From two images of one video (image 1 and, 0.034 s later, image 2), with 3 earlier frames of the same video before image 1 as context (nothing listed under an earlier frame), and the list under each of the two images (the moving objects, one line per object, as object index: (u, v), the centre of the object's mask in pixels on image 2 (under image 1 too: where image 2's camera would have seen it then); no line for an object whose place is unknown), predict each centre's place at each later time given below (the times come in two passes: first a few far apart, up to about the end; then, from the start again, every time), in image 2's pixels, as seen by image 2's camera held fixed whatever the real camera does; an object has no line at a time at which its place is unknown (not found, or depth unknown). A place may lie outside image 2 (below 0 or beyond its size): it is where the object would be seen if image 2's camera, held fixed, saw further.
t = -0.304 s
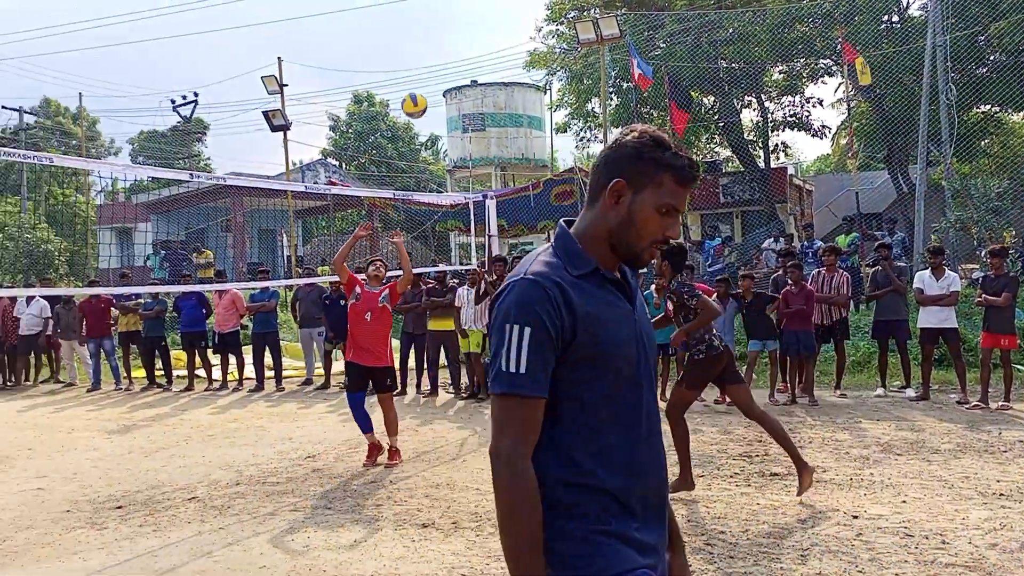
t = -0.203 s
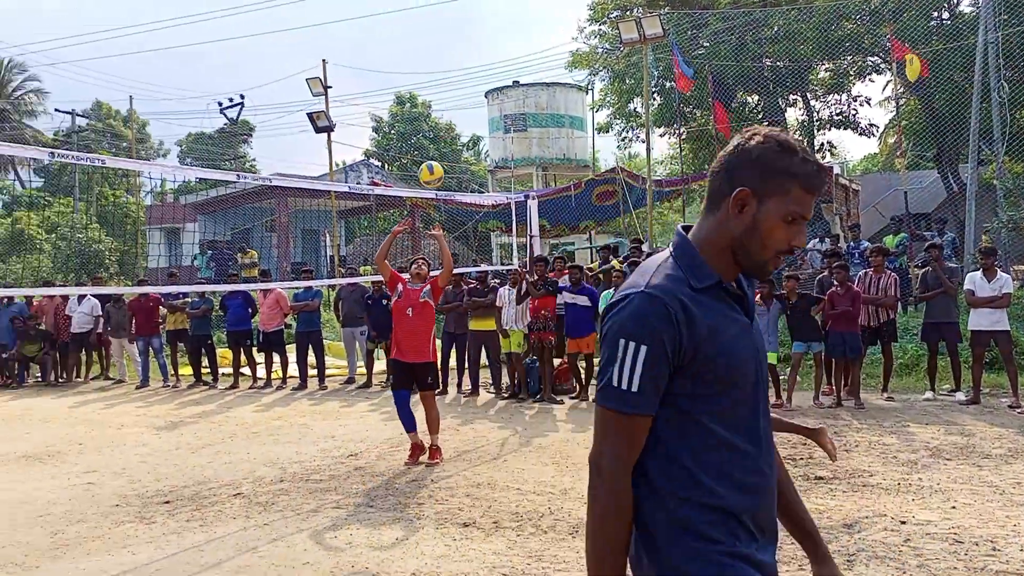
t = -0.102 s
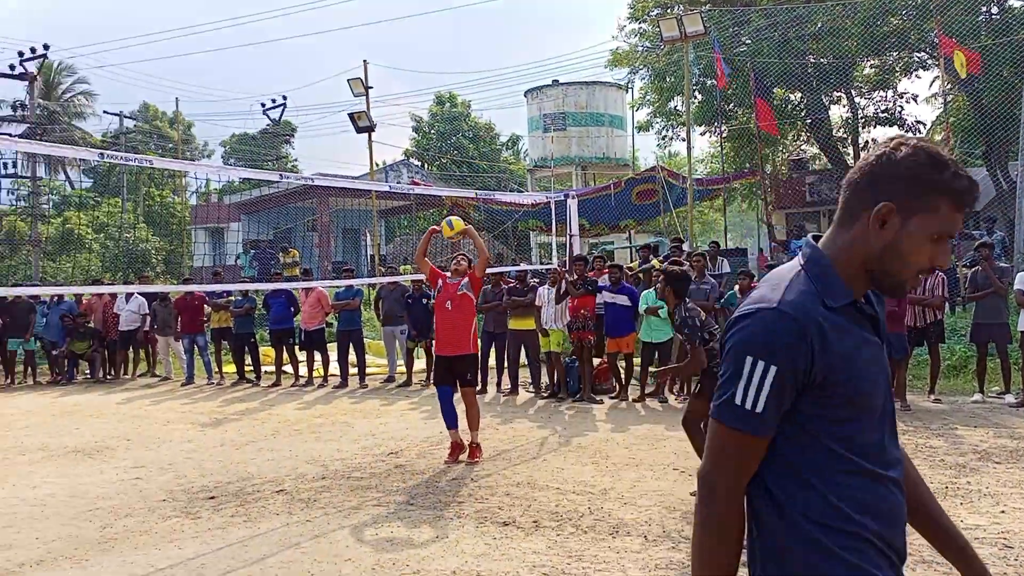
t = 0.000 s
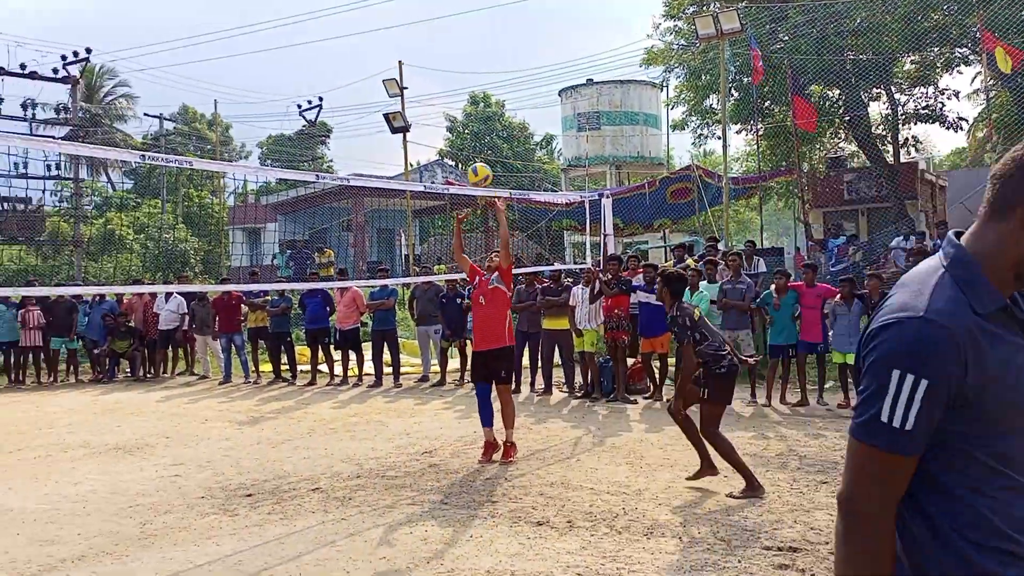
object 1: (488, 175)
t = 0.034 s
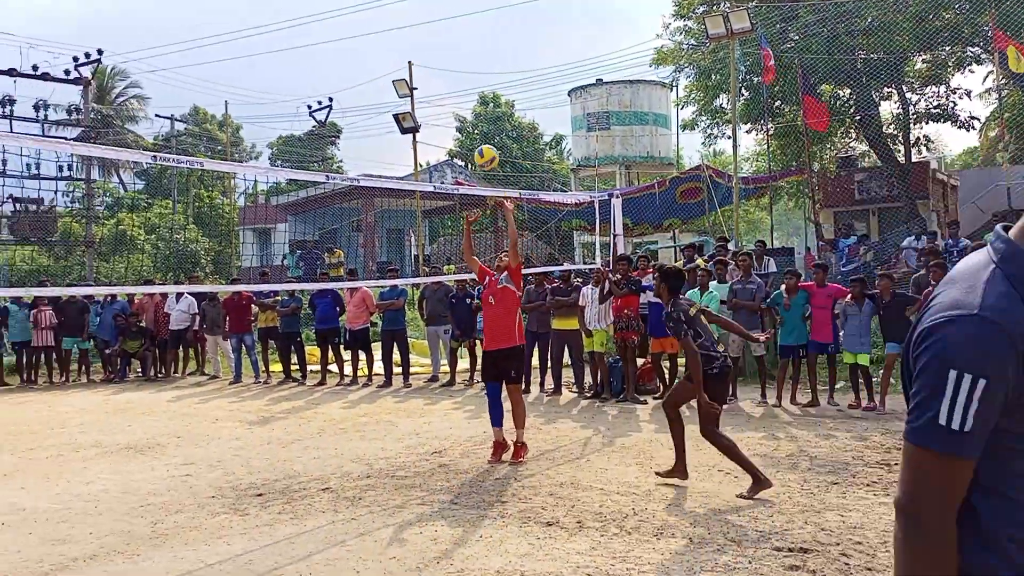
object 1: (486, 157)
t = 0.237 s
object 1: (475, 77)
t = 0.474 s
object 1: (462, 42)
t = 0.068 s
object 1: (484, 140)
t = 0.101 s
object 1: (483, 125)
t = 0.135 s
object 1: (481, 111)
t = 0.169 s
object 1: (479, 99)
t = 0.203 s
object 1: (477, 87)
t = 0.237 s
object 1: (475, 77)
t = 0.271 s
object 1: (473, 68)
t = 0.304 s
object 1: (471, 60)
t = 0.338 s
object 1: (469, 54)
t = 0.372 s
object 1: (467, 49)
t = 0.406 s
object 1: (466, 45)
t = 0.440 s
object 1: (464, 42)
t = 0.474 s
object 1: (462, 42)
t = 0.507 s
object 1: (460, 41)
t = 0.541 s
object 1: (459, 43)
